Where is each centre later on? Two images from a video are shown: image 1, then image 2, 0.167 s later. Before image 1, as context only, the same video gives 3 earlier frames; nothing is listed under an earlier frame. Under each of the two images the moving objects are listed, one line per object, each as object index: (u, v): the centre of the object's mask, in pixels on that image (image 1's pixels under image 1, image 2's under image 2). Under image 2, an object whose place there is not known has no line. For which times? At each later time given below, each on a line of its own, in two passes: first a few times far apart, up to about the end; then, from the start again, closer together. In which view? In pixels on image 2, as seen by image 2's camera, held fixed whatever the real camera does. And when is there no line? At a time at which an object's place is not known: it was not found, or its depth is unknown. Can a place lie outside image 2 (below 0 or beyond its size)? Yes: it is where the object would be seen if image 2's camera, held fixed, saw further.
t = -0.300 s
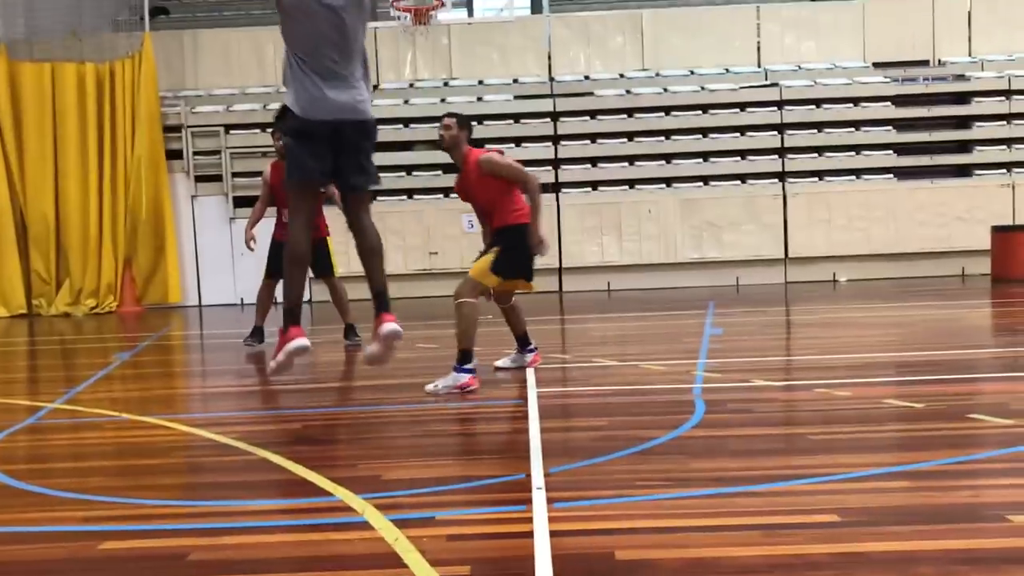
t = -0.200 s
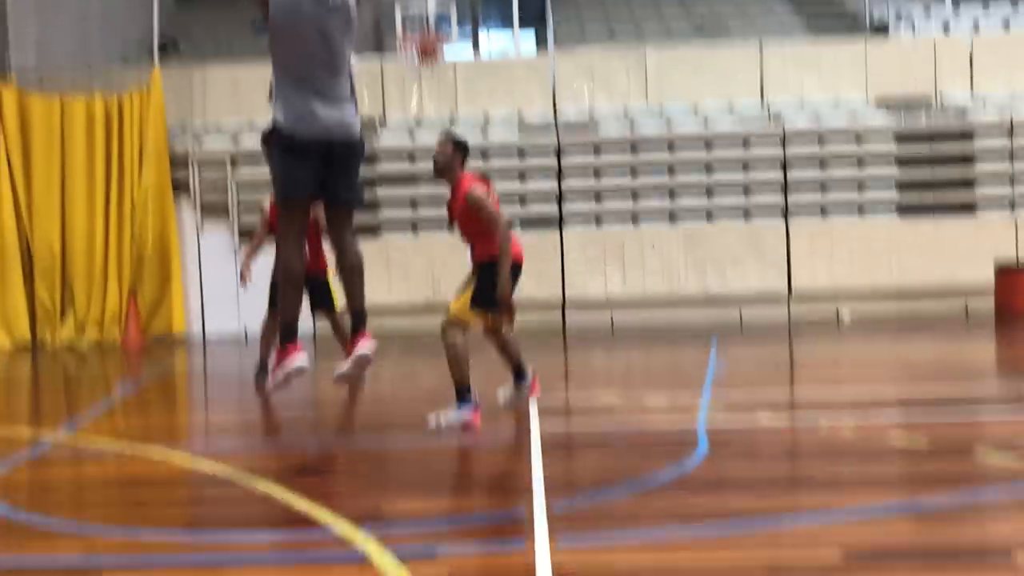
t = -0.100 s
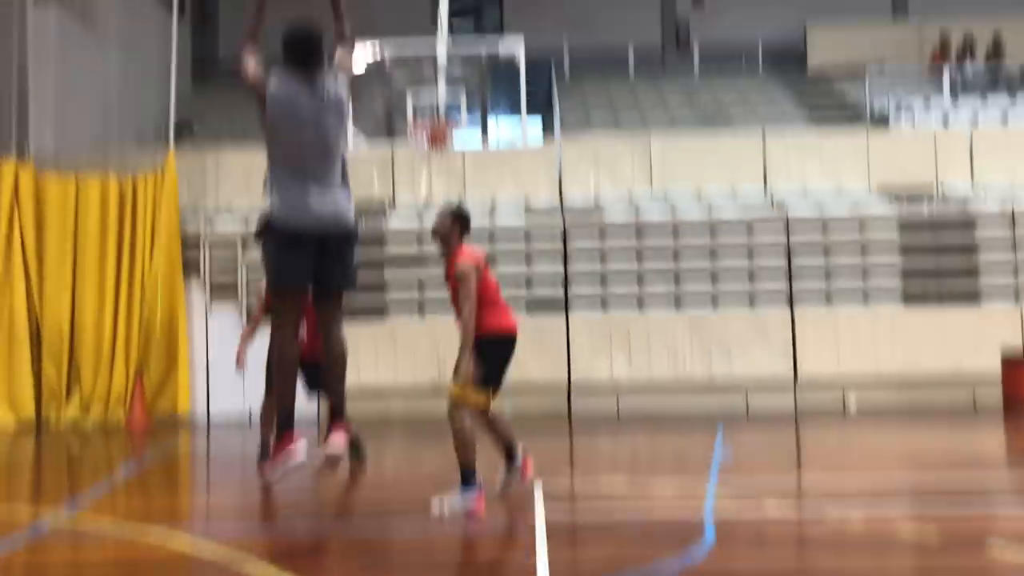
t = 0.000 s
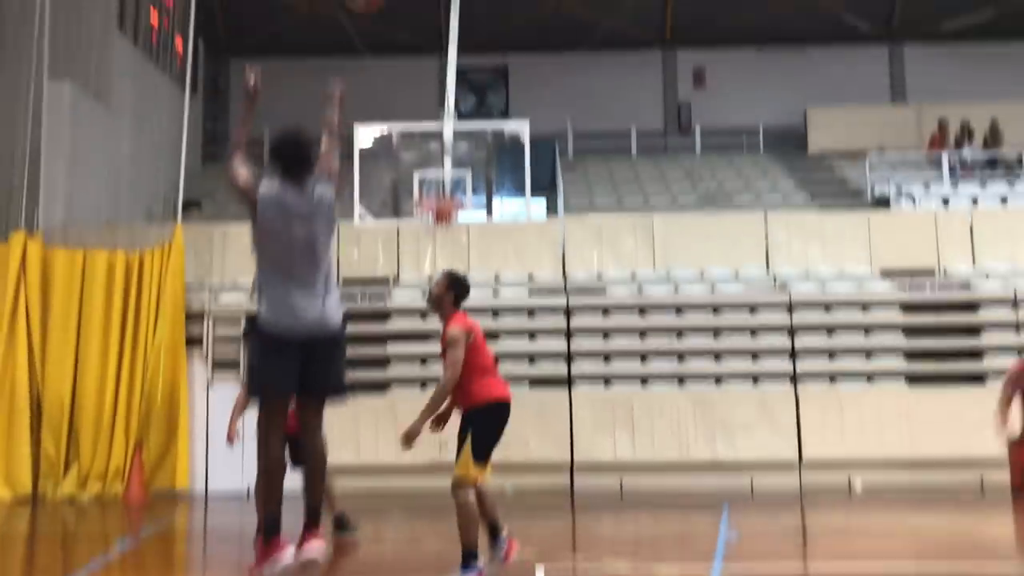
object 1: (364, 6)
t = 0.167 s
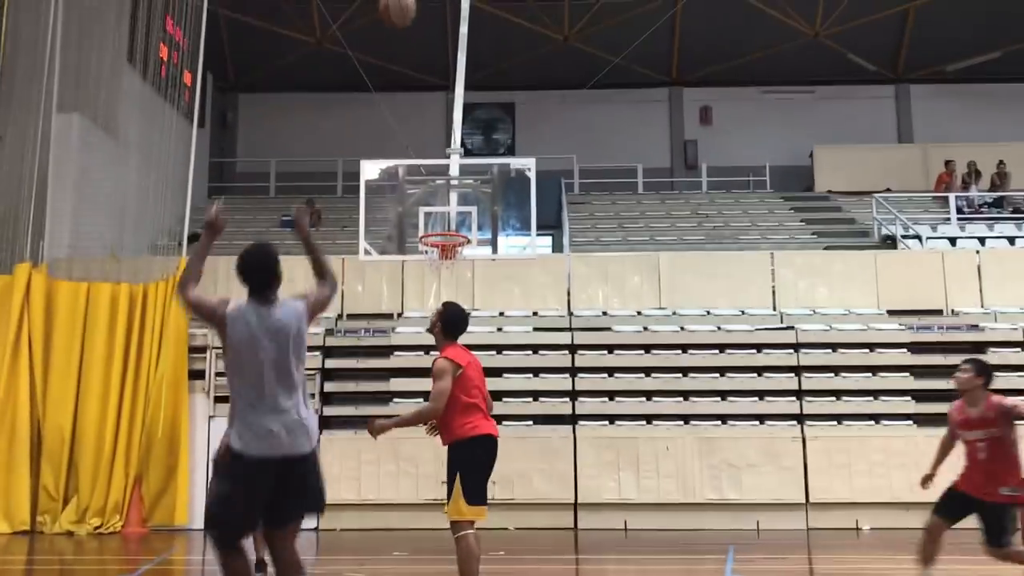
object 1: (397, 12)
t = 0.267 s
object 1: (410, 17)
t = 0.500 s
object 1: (434, 74)
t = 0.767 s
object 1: (454, 190)
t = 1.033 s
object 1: (492, 187)
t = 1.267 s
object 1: (533, 193)
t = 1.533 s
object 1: (579, 273)
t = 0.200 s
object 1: (402, 13)
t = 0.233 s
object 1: (406, 14)
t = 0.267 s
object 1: (410, 17)
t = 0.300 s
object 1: (414, 22)
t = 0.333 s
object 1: (418, 28)
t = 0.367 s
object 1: (421, 36)
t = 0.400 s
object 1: (425, 44)
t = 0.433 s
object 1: (428, 54)
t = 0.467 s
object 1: (431, 64)
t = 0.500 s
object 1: (434, 74)
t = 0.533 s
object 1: (437, 87)
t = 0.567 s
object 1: (439, 99)
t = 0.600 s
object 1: (441, 113)
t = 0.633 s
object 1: (445, 128)
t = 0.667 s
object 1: (447, 142)
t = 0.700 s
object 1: (449, 157)
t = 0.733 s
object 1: (452, 176)
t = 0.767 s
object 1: (454, 190)
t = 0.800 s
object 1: (457, 208)
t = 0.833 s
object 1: (457, 223)
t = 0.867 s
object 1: (464, 216)
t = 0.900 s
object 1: (470, 207)
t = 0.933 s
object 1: (475, 200)
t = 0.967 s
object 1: (481, 195)
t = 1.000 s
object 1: (486, 190)
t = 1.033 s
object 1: (492, 187)
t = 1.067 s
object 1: (497, 185)
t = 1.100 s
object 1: (503, 184)
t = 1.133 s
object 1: (510, 184)
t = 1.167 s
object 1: (515, 185)
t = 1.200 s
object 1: (520, 186)
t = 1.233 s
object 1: (527, 189)
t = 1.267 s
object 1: (533, 193)
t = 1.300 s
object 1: (539, 200)
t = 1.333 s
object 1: (544, 206)
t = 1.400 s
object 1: (555, 223)
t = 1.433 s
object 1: (561, 233)
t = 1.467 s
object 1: (567, 246)
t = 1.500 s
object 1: (573, 259)
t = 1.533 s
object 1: (579, 273)
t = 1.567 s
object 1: (585, 287)
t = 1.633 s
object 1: (598, 323)
